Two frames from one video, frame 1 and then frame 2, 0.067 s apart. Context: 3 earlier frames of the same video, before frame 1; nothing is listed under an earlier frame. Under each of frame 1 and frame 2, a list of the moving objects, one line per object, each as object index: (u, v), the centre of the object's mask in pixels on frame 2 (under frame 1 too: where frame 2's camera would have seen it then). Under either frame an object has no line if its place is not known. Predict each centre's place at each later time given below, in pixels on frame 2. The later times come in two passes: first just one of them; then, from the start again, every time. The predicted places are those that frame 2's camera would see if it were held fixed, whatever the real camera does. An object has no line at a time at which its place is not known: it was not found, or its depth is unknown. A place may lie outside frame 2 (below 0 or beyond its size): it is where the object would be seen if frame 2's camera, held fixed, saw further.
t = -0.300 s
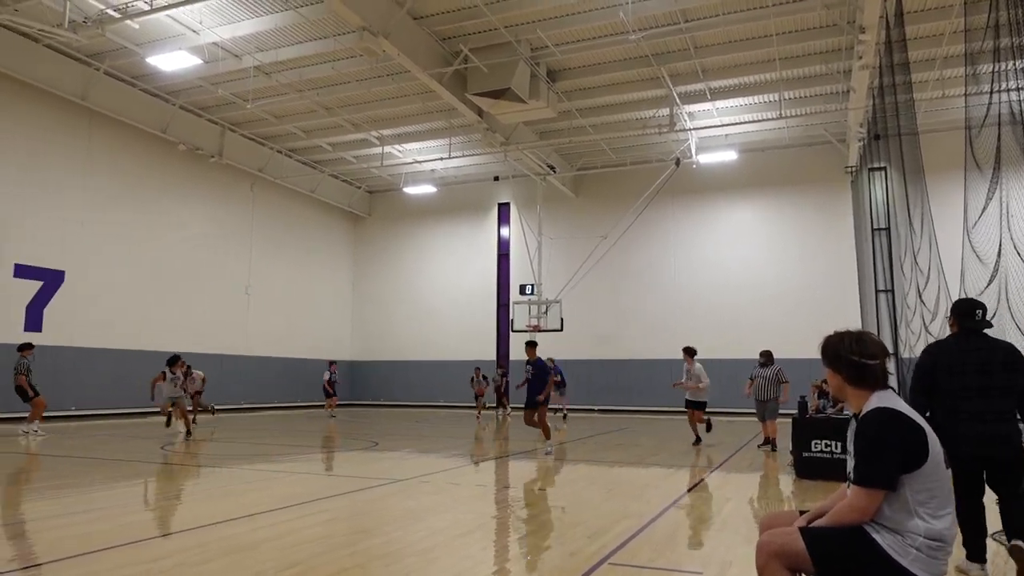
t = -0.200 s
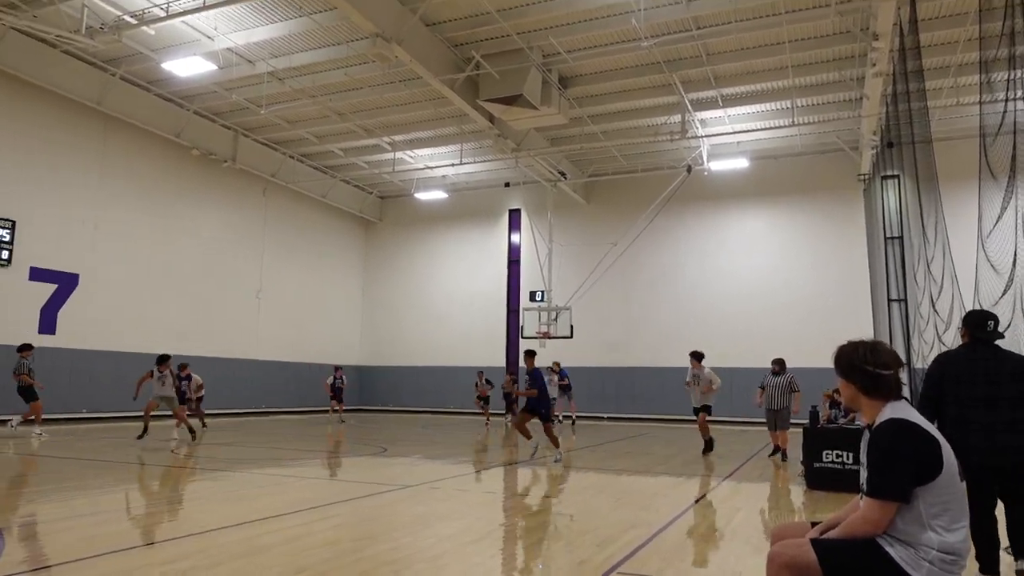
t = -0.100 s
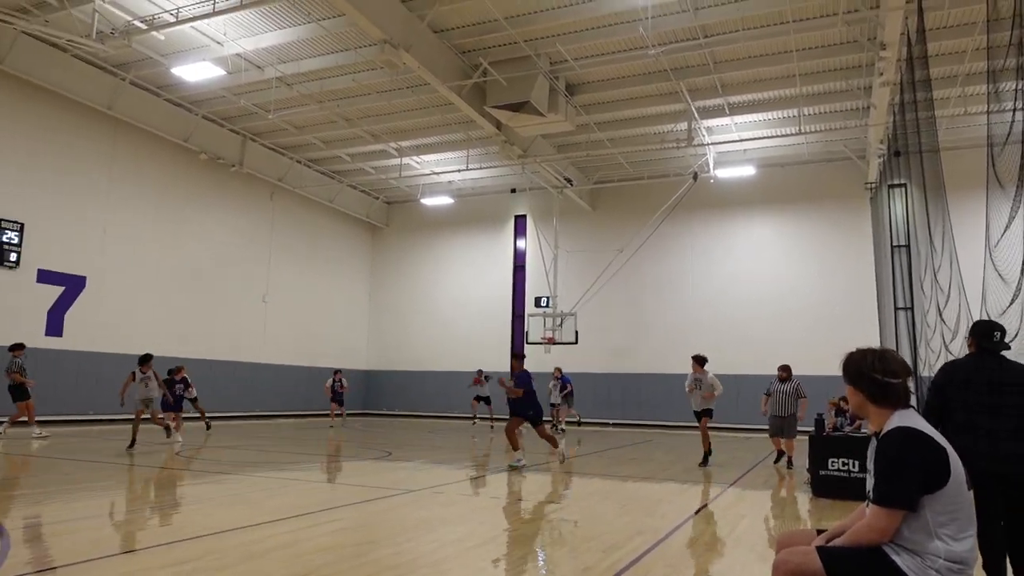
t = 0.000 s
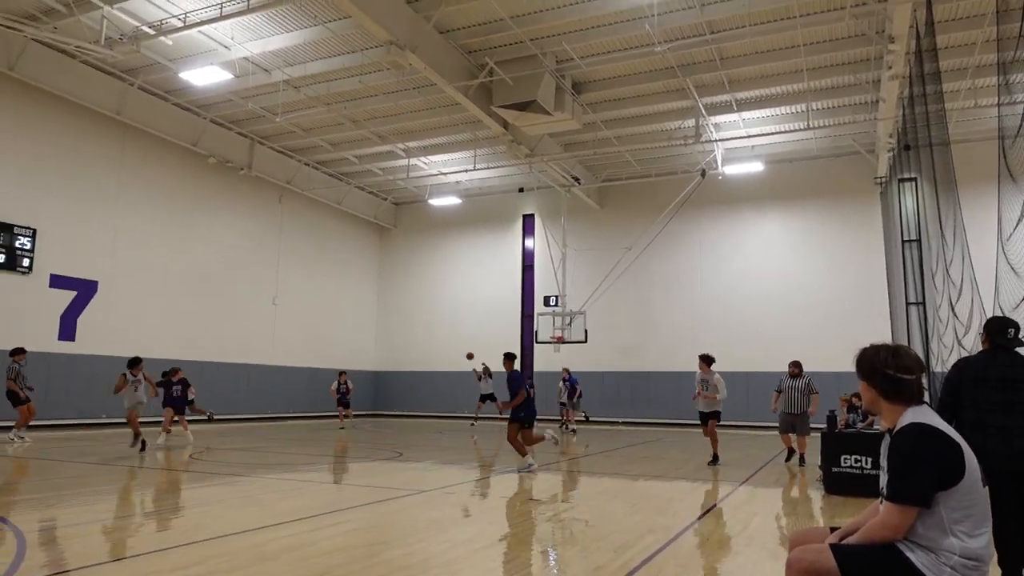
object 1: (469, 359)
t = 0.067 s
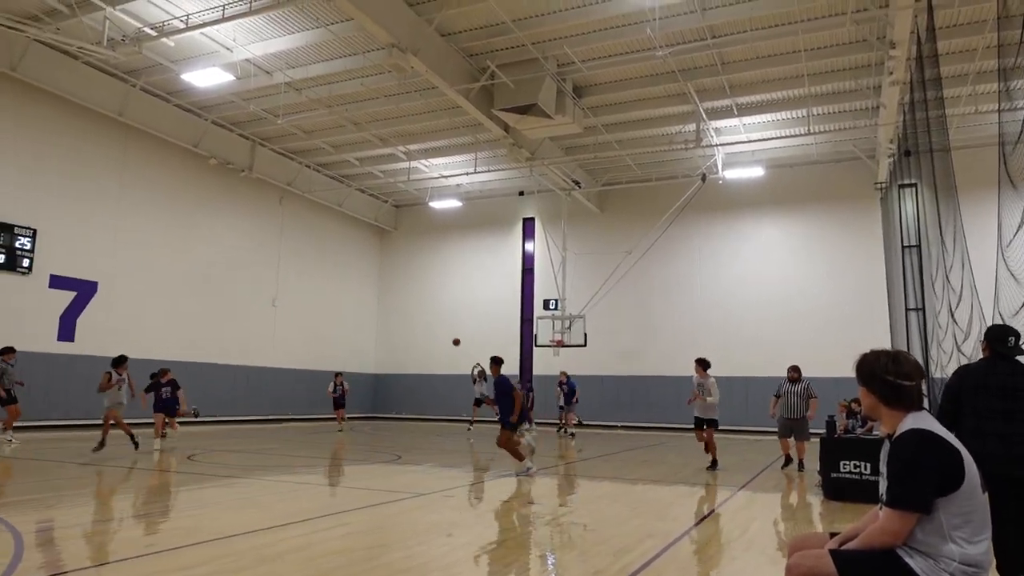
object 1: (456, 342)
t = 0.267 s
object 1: (414, 292)
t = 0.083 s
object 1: (453, 337)
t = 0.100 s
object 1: (450, 333)
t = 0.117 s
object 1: (447, 328)
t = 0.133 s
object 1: (443, 324)
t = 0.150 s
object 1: (440, 320)
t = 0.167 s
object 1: (436, 316)
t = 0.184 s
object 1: (432, 313)
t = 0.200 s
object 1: (428, 309)
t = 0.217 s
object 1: (424, 305)
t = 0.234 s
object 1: (420, 300)
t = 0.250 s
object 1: (417, 296)
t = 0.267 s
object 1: (414, 292)
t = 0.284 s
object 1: (410, 289)
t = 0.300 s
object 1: (406, 285)
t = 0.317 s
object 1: (402, 281)
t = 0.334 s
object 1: (398, 277)
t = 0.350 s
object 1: (395, 274)
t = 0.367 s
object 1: (391, 270)
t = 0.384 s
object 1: (387, 266)
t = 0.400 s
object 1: (383, 263)
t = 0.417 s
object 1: (379, 259)
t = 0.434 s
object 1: (375, 256)
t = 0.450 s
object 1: (370, 253)
